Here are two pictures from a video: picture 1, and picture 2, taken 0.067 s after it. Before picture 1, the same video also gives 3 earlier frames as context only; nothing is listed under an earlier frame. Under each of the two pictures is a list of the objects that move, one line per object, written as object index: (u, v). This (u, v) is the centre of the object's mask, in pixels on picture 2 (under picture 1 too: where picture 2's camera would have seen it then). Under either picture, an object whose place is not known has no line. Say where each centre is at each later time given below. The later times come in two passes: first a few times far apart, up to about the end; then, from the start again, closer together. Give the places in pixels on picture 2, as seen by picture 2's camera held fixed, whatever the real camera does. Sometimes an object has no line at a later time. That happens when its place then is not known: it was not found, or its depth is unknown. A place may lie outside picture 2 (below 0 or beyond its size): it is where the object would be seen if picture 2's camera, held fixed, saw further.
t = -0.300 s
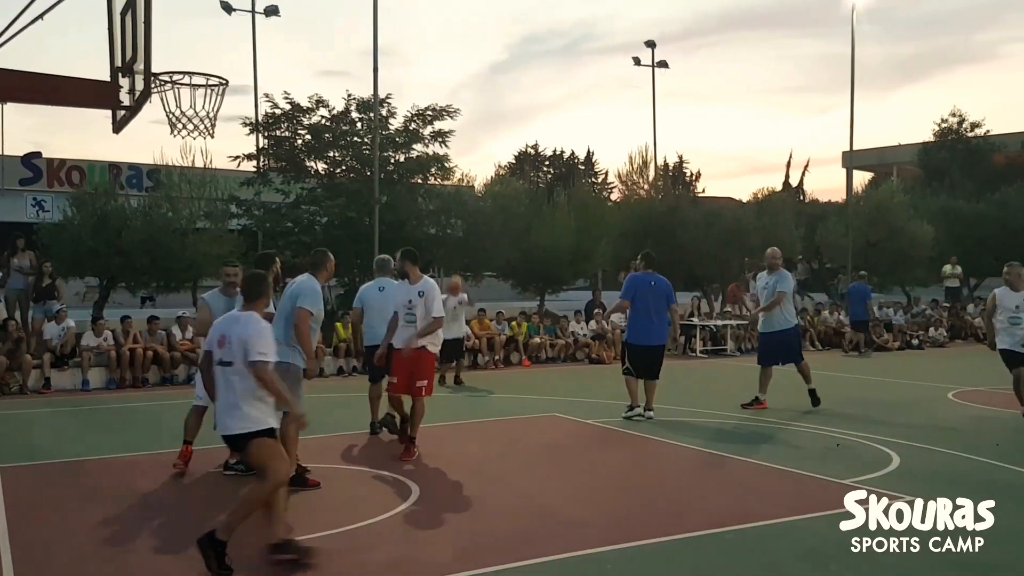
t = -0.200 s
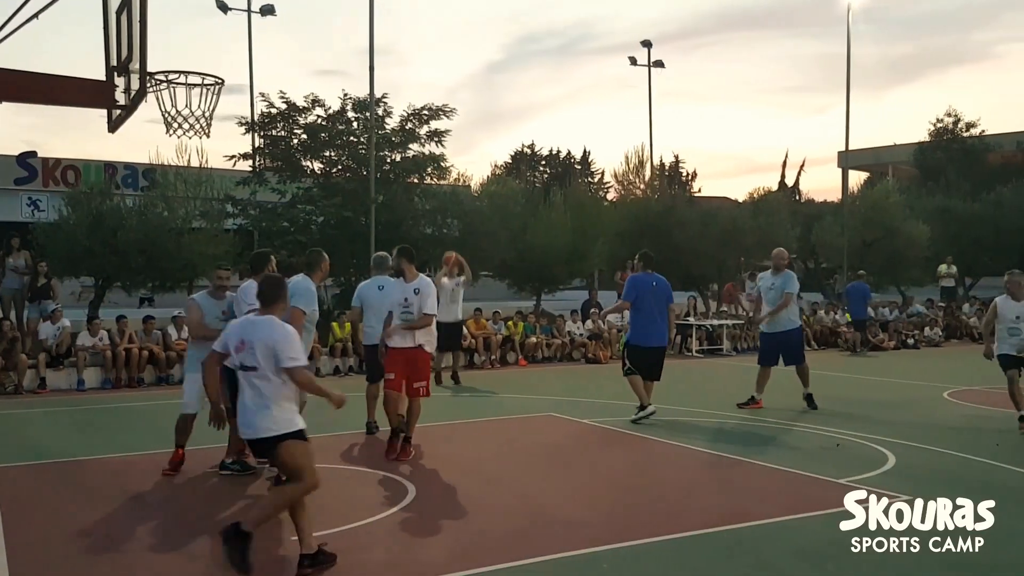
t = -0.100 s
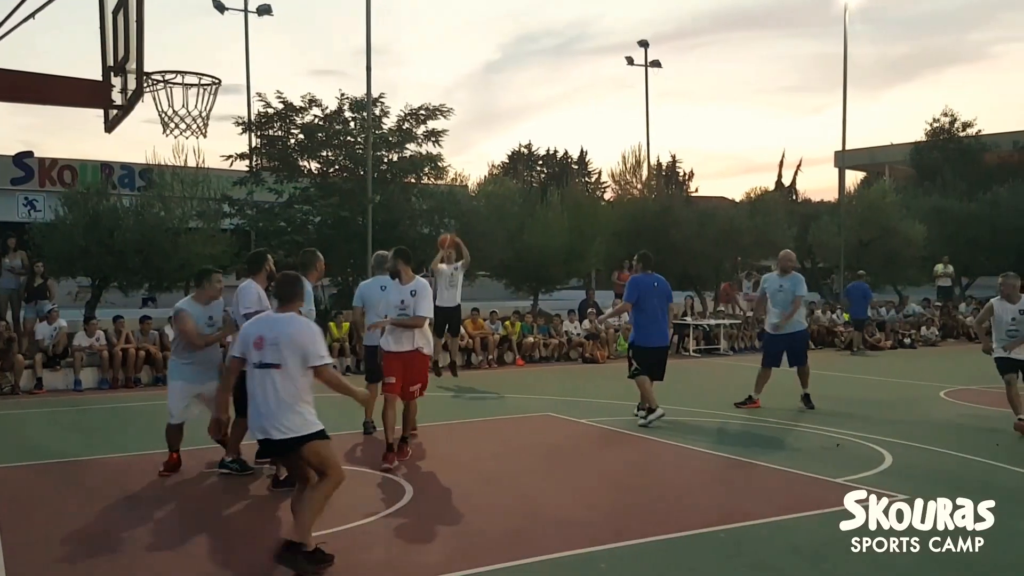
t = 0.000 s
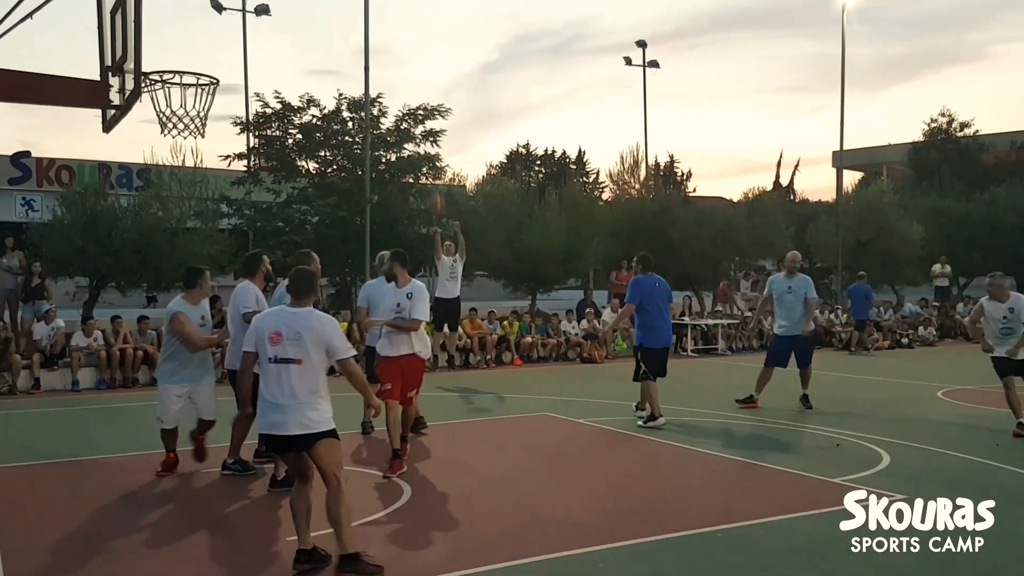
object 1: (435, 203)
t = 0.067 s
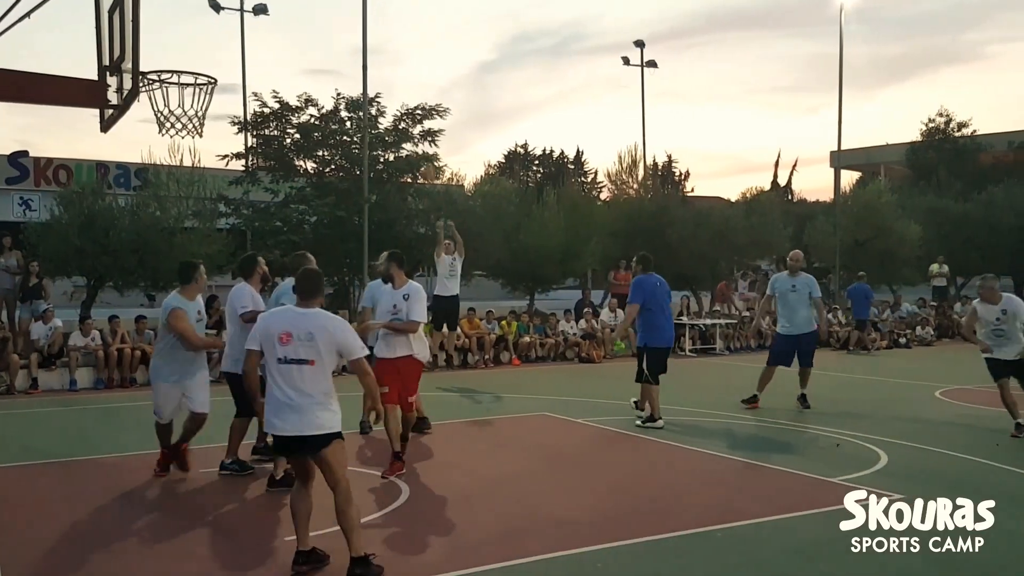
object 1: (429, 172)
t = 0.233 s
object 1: (409, 106)
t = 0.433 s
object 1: (381, 41)
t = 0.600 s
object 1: (354, 10)
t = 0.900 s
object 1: (291, 12)
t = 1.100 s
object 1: (234, 71)
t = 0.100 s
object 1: (426, 157)
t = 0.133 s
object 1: (421, 145)
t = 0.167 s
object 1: (419, 133)
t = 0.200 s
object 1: (414, 119)
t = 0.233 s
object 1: (409, 106)
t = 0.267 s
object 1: (405, 93)
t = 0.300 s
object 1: (400, 82)
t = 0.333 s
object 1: (396, 71)
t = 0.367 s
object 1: (391, 60)
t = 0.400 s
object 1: (386, 50)
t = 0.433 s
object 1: (381, 41)
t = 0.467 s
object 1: (376, 32)
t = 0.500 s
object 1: (371, 24)
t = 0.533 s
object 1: (365, 17)
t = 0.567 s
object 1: (359, 12)
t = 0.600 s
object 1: (354, 10)
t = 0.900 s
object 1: (291, 12)
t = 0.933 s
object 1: (282, 15)
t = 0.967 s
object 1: (274, 19)
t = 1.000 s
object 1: (265, 27)
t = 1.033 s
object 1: (255, 39)
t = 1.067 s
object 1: (245, 53)
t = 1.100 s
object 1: (234, 71)
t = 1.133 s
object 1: (222, 90)
